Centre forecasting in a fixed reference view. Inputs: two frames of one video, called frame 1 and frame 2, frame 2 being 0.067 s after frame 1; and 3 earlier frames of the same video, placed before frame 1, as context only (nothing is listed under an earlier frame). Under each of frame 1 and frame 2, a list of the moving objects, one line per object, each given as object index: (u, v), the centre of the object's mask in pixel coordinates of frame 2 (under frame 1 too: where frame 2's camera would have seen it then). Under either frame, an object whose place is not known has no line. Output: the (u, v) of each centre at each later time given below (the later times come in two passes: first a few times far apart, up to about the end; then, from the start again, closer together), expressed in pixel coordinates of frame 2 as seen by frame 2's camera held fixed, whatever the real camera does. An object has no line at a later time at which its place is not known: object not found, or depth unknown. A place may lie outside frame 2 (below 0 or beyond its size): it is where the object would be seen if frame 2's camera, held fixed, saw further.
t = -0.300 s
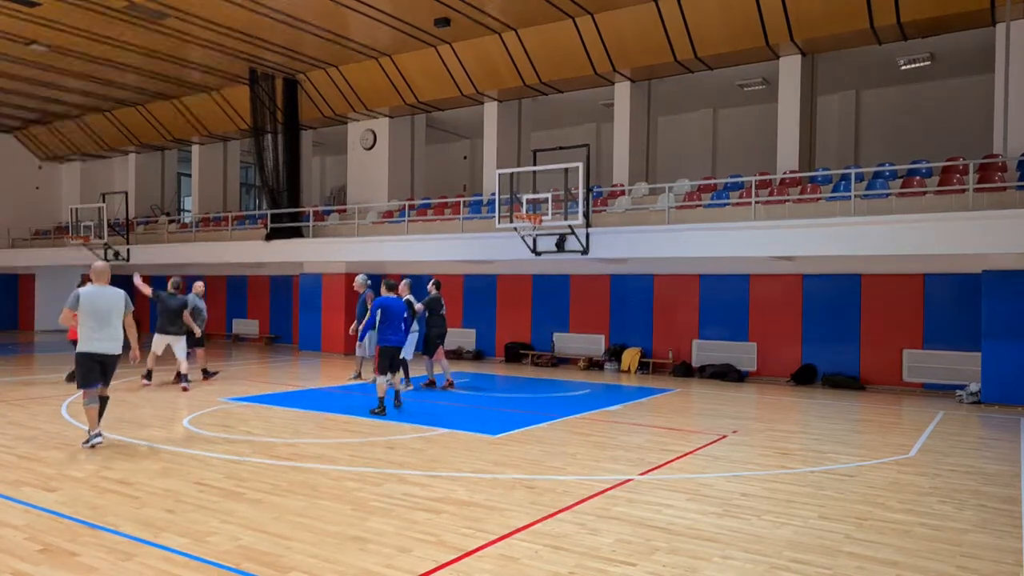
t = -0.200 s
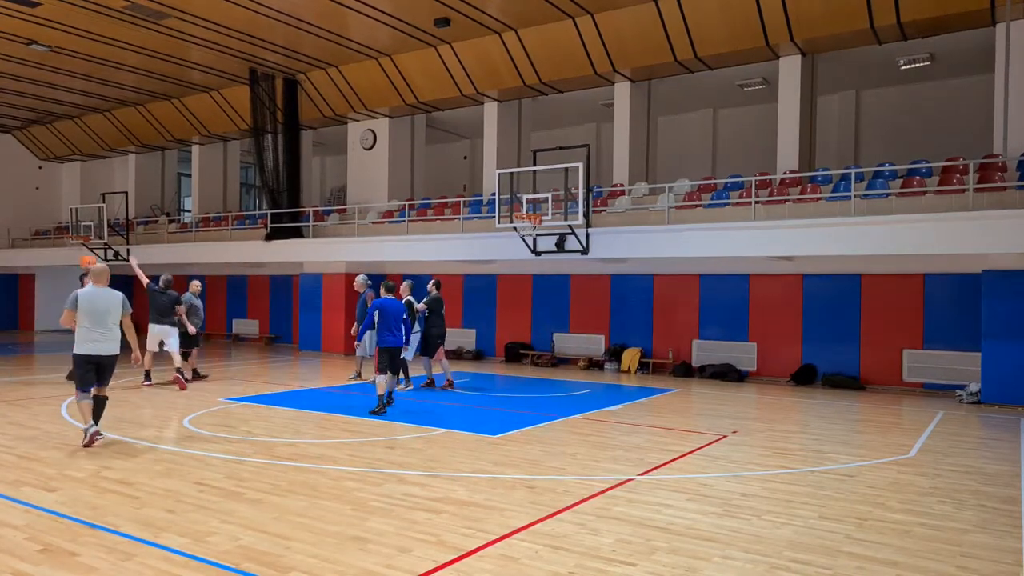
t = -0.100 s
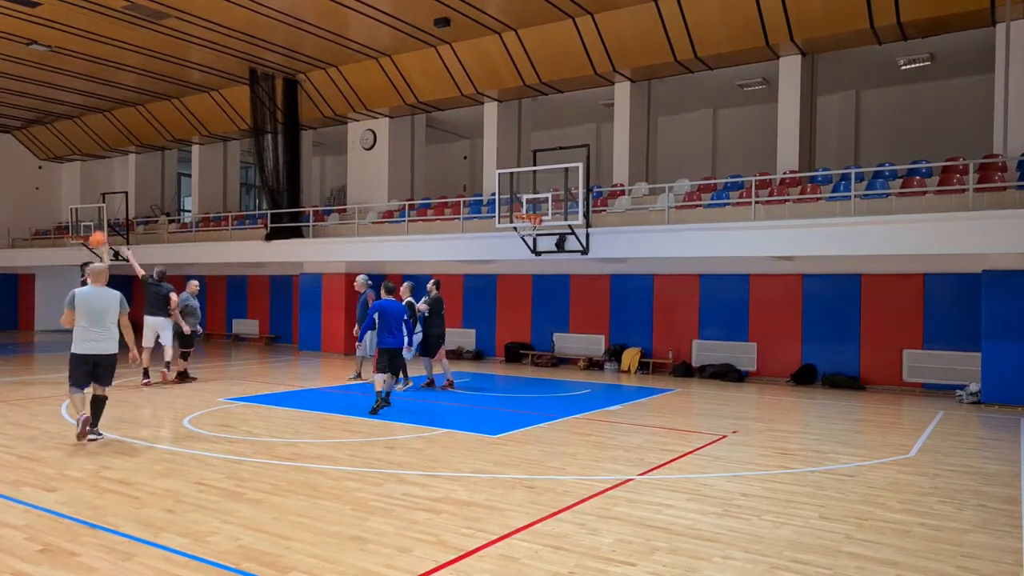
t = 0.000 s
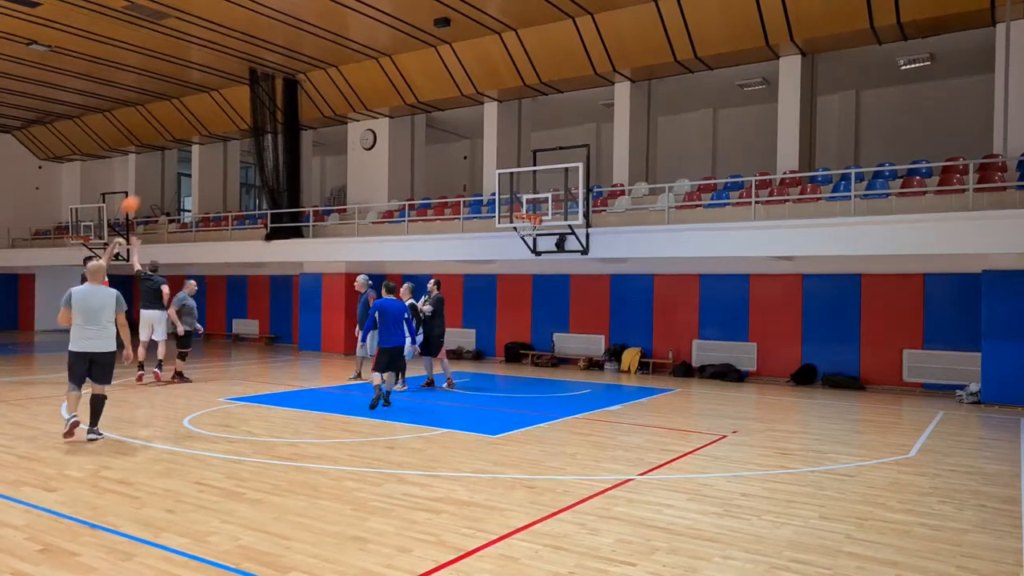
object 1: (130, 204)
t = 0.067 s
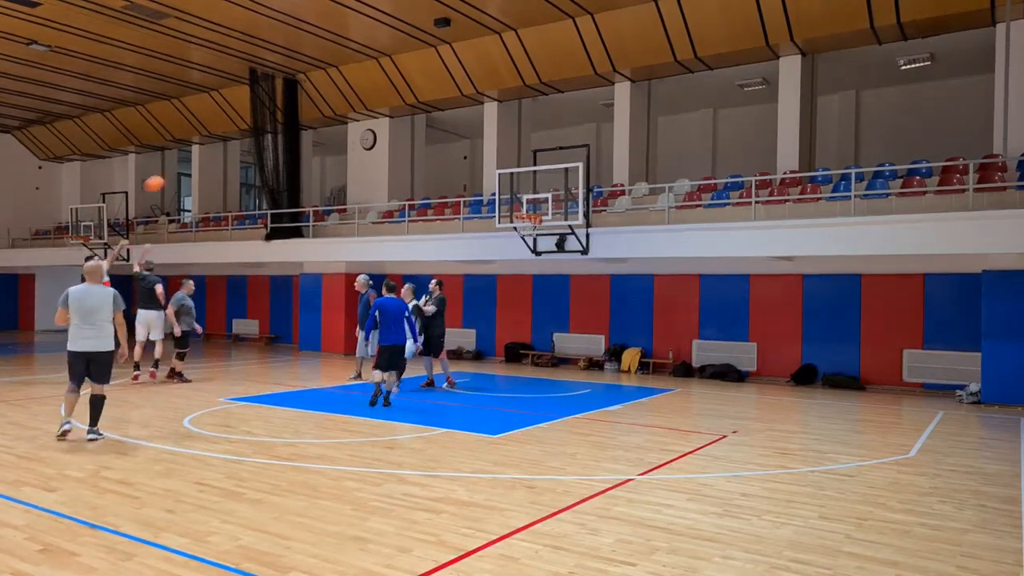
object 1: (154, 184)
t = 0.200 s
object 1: (202, 149)
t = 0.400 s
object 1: (269, 119)
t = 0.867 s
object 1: (418, 136)
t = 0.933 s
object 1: (438, 147)
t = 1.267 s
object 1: (497, 203)
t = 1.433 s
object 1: (472, 198)
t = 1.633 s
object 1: (441, 213)
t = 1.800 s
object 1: (412, 247)
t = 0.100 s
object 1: (166, 174)
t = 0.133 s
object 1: (178, 165)
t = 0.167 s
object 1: (189, 158)
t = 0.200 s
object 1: (202, 149)
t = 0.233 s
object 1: (213, 143)
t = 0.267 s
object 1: (224, 137)
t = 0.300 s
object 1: (236, 131)
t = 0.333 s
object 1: (247, 127)
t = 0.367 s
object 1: (258, 123)
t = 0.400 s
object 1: (269, 119)
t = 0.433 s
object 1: (280, 116)
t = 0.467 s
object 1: (291, 114)
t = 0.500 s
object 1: (302, 112)
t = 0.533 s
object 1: (313, 111)
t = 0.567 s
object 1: (324, 111)
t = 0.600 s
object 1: (334, 111)
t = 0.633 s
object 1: (345, 112)
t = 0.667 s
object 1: (355, 113)
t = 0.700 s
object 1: (365, 115)
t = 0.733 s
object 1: (376, 118)
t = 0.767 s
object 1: (387, 121)
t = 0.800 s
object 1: (397, 126)
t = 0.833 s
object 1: (407, 130)
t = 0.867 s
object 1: (418, 136)
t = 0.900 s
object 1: (428, 141)
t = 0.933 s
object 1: (438, 147)
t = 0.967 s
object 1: (448, 154)
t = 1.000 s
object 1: (459, 162)
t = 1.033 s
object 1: (468, 170)
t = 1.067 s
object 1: (478, 178)
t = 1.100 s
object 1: (488, 187)
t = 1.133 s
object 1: (499, 198)
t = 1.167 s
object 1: (508, 208)
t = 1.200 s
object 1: (508, 209)
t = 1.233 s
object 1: (503, 205)
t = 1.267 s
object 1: (497, 203)
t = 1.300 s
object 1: (493, 200)
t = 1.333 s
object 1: (488, 199)
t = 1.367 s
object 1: (483, 198)
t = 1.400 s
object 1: (478, 198)
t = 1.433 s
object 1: (472, 198)
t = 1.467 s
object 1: (467, 199)
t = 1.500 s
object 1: (461, 201)
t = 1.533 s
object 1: (456, 203)
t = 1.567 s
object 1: (452, 206)
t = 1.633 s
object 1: (441, 213)
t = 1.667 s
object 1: (435, 219)
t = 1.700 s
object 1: (429, 225)
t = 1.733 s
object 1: (423, 231)
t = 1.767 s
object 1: (418, 239)
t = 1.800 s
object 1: (412, 247)
